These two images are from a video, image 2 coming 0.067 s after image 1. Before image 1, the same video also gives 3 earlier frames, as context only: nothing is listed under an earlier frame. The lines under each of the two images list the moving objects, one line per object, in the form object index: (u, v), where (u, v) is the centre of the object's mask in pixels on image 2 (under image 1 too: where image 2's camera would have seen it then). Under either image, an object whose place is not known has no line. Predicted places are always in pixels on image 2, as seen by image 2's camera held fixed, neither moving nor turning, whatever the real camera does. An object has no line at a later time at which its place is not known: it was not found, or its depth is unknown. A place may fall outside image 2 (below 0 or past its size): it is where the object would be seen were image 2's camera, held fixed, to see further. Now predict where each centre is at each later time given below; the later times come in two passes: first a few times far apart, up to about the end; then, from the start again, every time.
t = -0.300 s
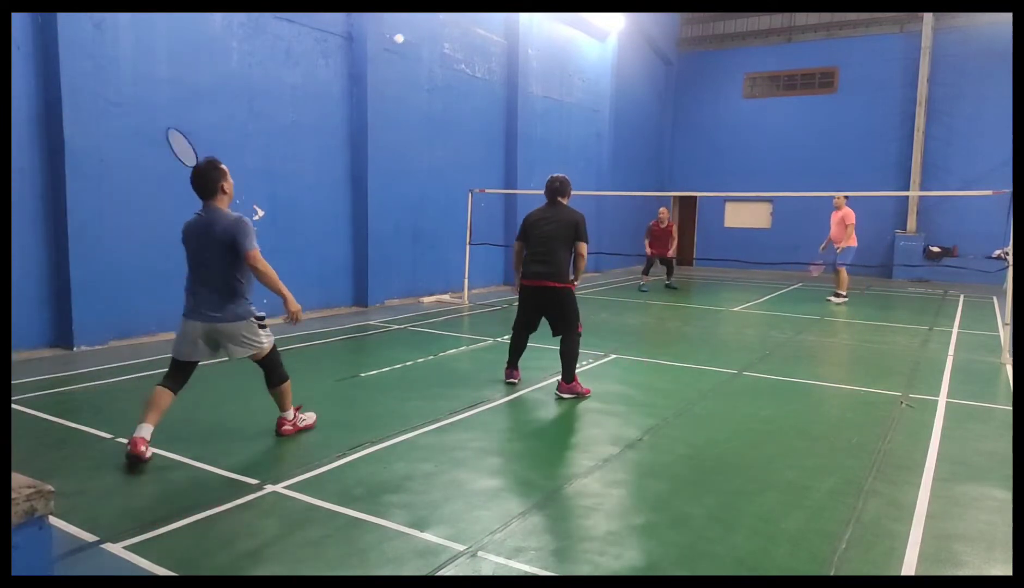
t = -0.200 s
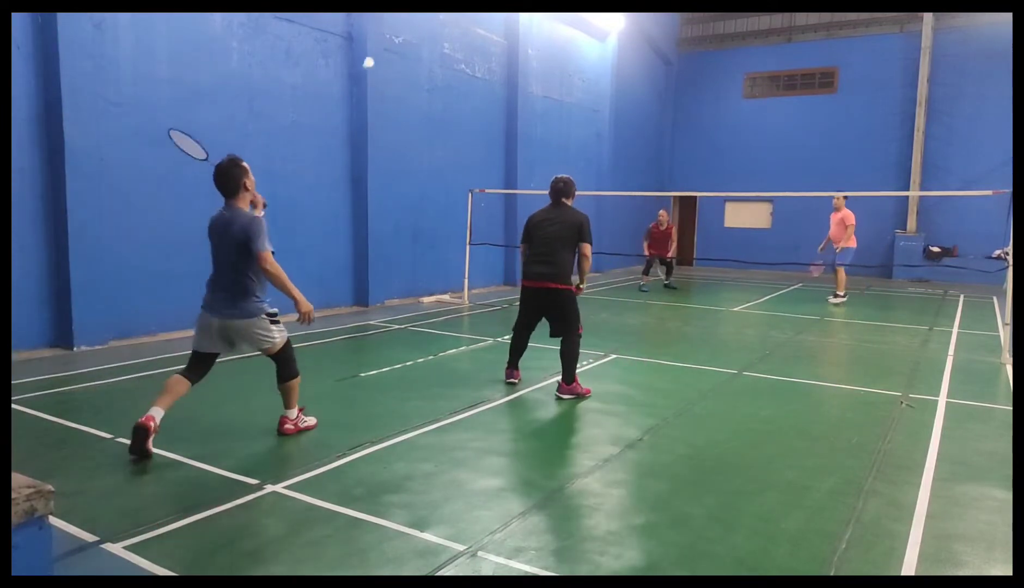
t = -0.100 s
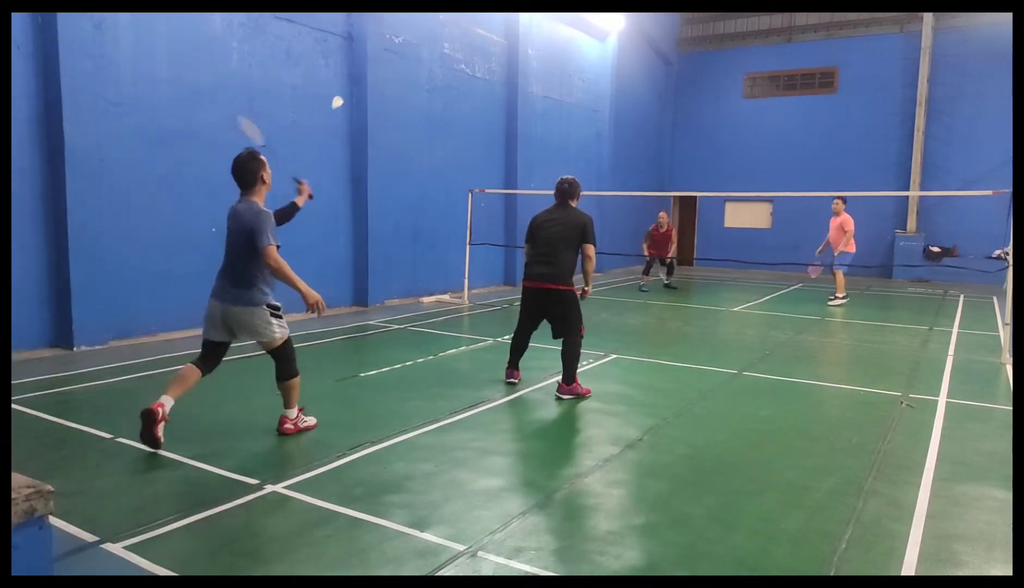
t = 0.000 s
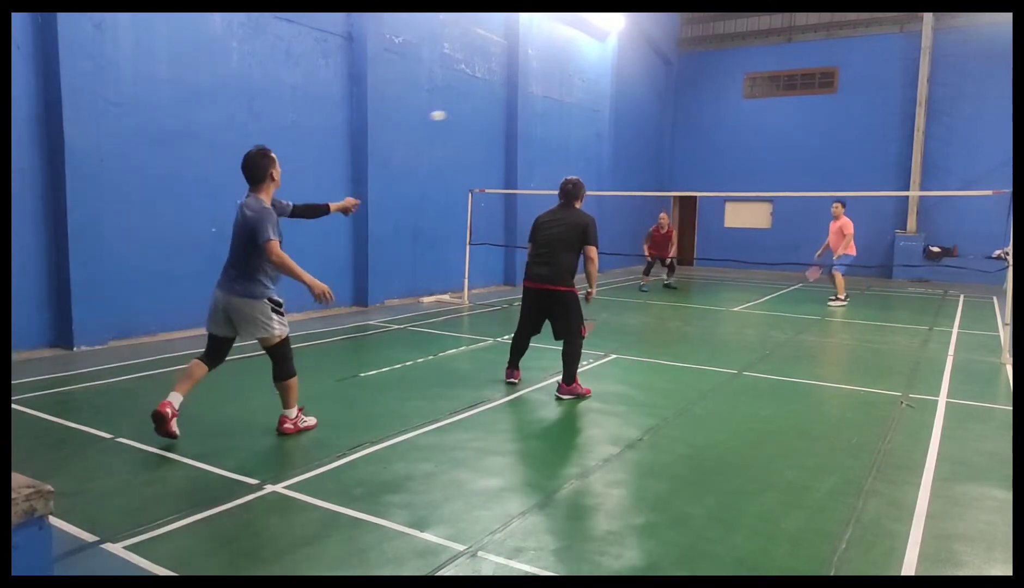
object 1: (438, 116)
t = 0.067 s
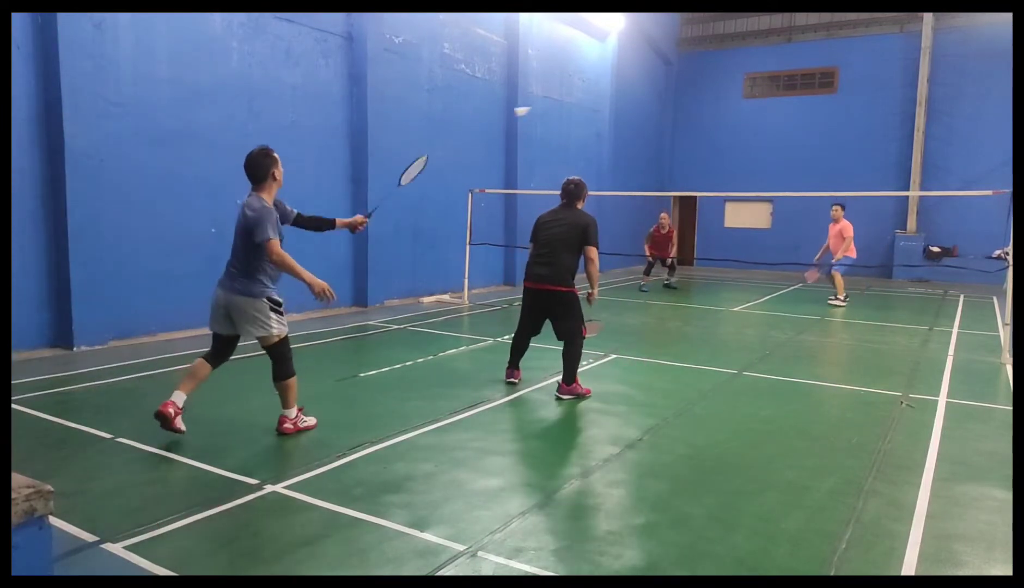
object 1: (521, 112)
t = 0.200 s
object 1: (639, 112)
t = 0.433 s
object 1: (756, 149)
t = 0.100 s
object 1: (558, 107)
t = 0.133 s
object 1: (588, 107)
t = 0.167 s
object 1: (615, 109)
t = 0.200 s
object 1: (639, 112)
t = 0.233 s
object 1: (661, 115)
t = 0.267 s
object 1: (681, 118)
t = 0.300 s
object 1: (699, 122)
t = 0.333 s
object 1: (715, 128)
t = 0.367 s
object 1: (730, 135)
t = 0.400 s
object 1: (743, 142)
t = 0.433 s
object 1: (756, 149)
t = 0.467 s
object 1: (768, 157)
